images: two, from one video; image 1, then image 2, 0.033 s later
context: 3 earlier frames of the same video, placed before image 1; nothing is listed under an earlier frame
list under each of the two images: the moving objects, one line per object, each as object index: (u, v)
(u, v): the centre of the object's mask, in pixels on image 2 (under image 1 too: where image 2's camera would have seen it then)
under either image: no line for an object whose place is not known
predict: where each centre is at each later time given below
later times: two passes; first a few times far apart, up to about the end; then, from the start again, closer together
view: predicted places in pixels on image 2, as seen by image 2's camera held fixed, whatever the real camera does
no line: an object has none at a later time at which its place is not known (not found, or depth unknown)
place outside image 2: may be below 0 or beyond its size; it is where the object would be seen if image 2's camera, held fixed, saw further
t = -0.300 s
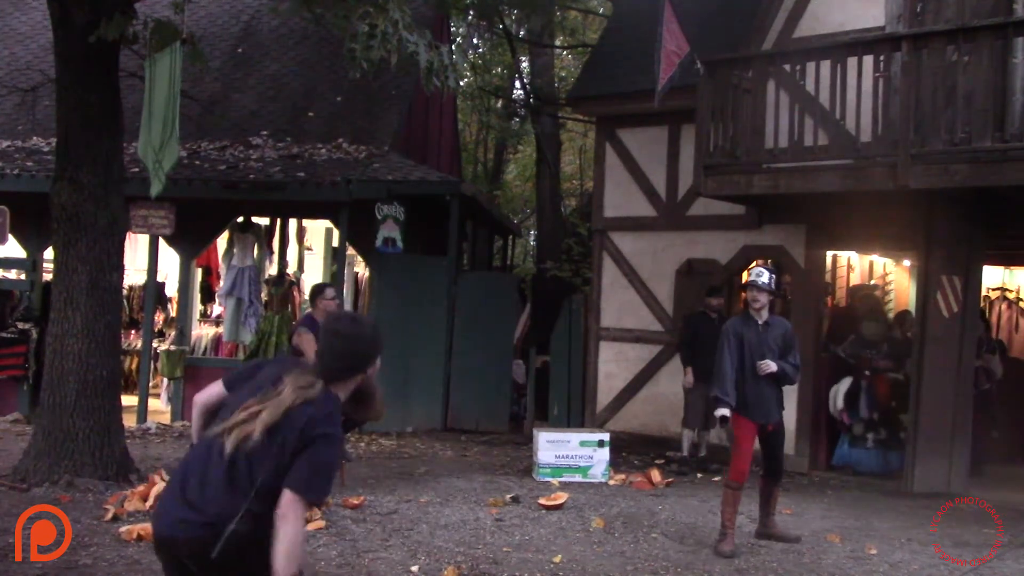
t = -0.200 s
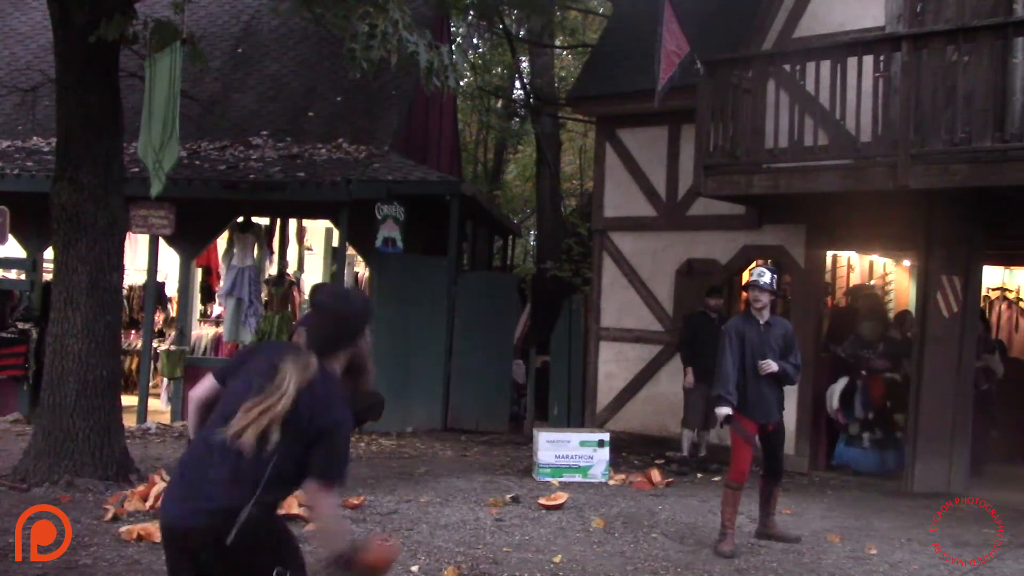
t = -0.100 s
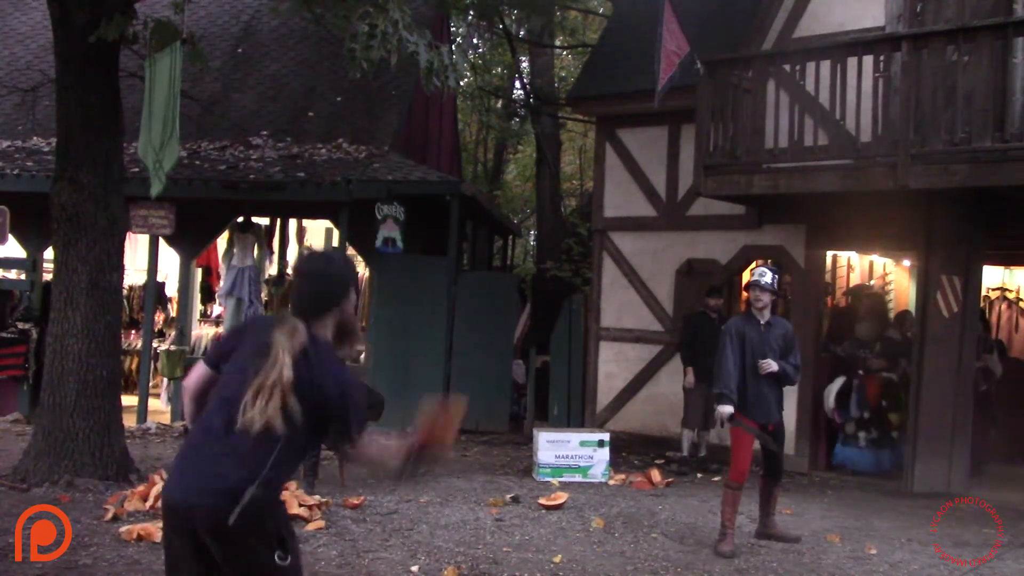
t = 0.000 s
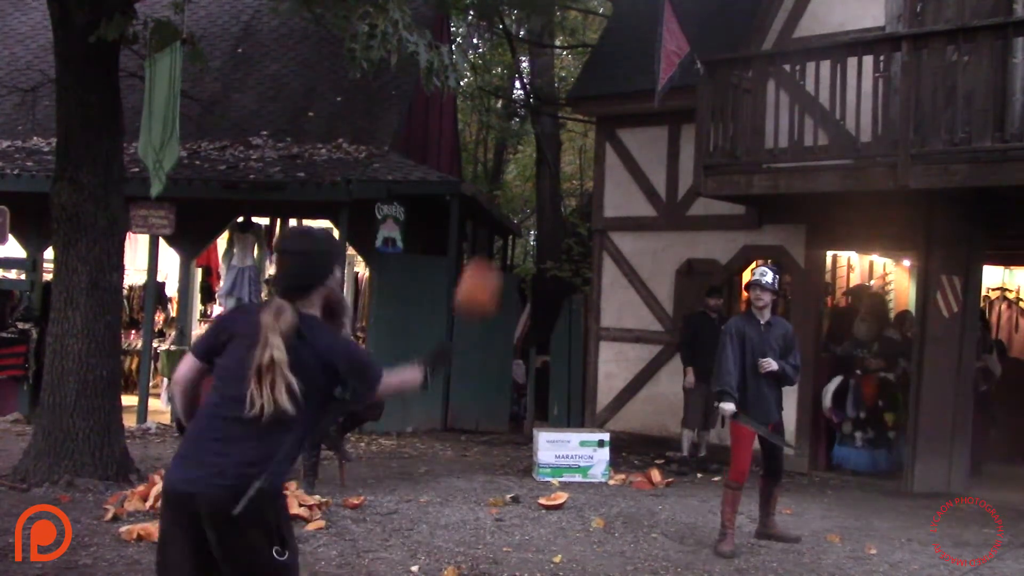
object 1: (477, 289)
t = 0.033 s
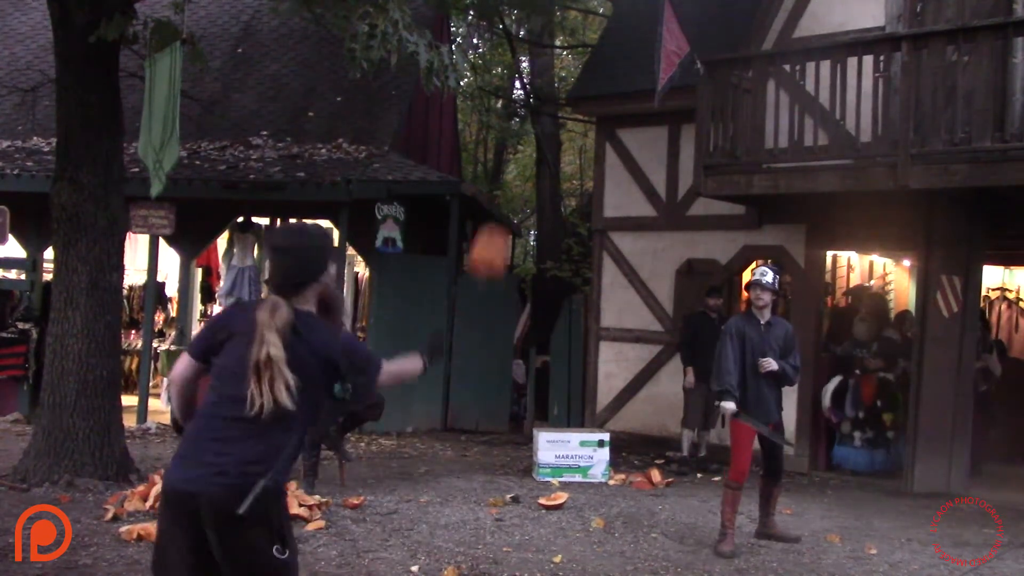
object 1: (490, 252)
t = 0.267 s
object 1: (549, 96)
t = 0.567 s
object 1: (610, 100)
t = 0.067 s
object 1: (499, 222)
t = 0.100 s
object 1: (507, 196)
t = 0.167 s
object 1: (525, 144)
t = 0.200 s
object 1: (535, 125)
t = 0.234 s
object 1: (542, 110)
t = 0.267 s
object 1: (549, 96)
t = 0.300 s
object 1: (556, 86)
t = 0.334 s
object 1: (565, 78)
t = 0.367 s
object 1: (574, 74)
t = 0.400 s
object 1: (580, 72)
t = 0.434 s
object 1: (587, 72)
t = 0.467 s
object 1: (593, 76)
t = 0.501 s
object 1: (600, 80)
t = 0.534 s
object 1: (606, 87)
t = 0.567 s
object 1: (610, 100)
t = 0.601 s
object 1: (614, 111)
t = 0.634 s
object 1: (617, 123)
